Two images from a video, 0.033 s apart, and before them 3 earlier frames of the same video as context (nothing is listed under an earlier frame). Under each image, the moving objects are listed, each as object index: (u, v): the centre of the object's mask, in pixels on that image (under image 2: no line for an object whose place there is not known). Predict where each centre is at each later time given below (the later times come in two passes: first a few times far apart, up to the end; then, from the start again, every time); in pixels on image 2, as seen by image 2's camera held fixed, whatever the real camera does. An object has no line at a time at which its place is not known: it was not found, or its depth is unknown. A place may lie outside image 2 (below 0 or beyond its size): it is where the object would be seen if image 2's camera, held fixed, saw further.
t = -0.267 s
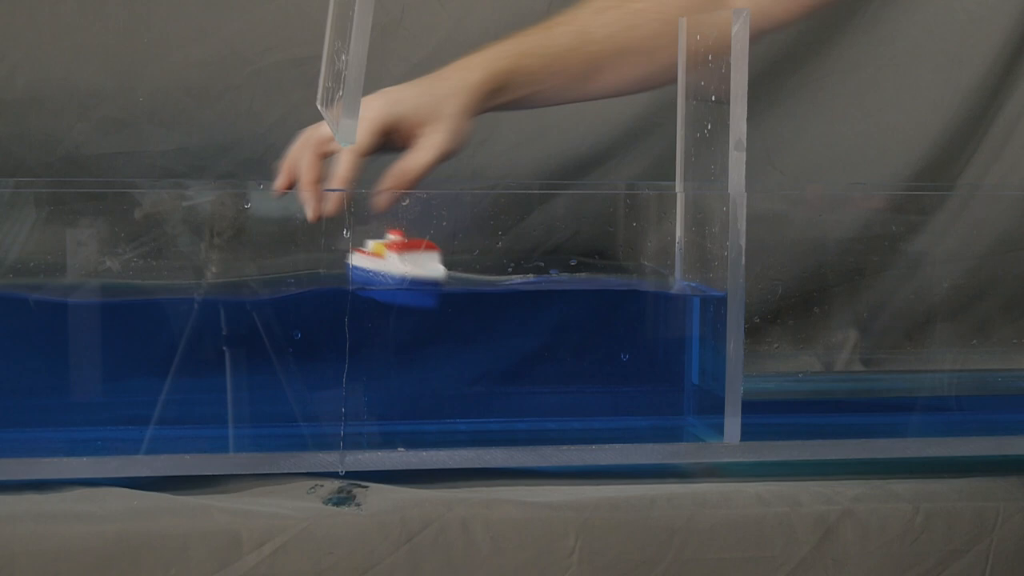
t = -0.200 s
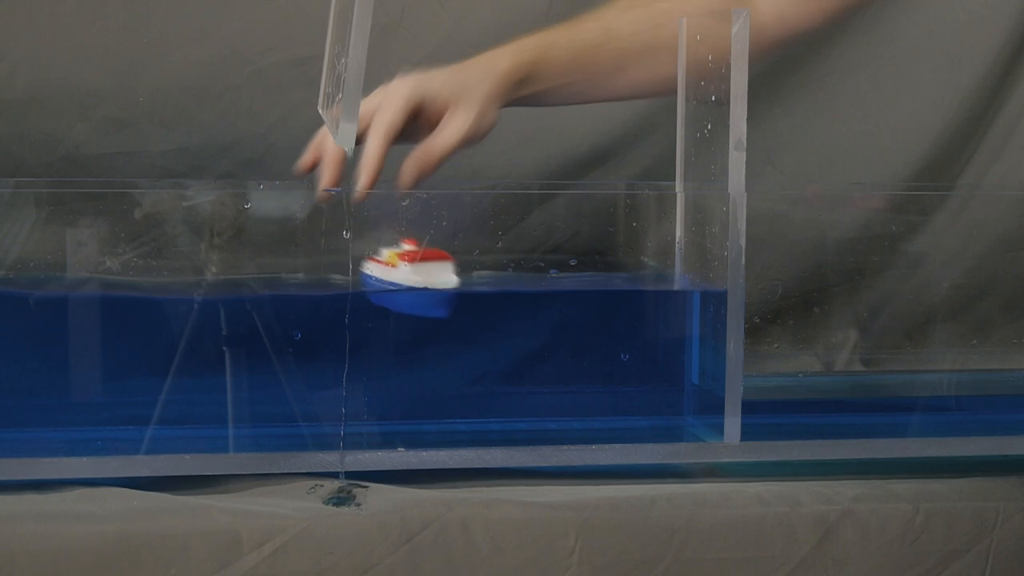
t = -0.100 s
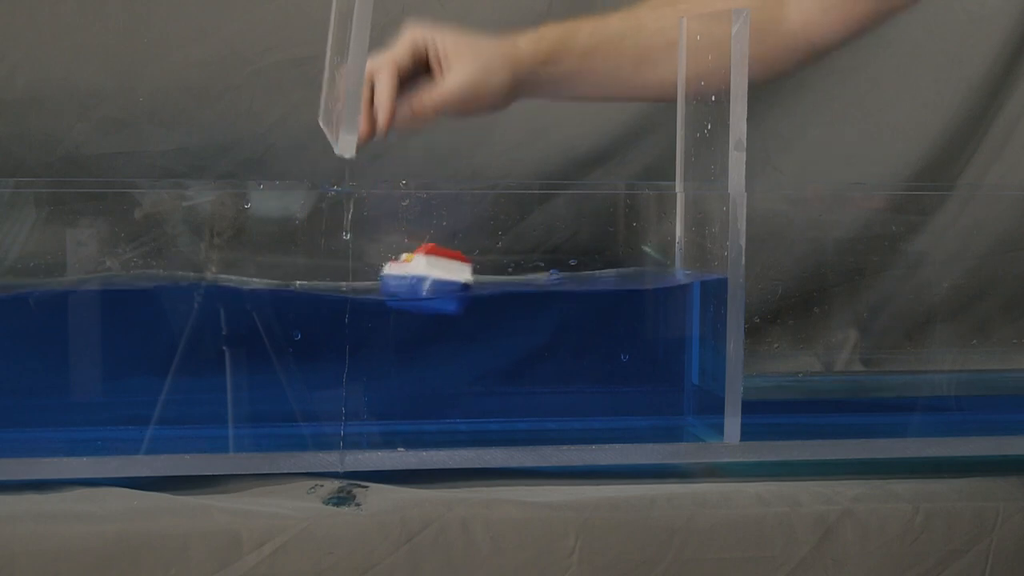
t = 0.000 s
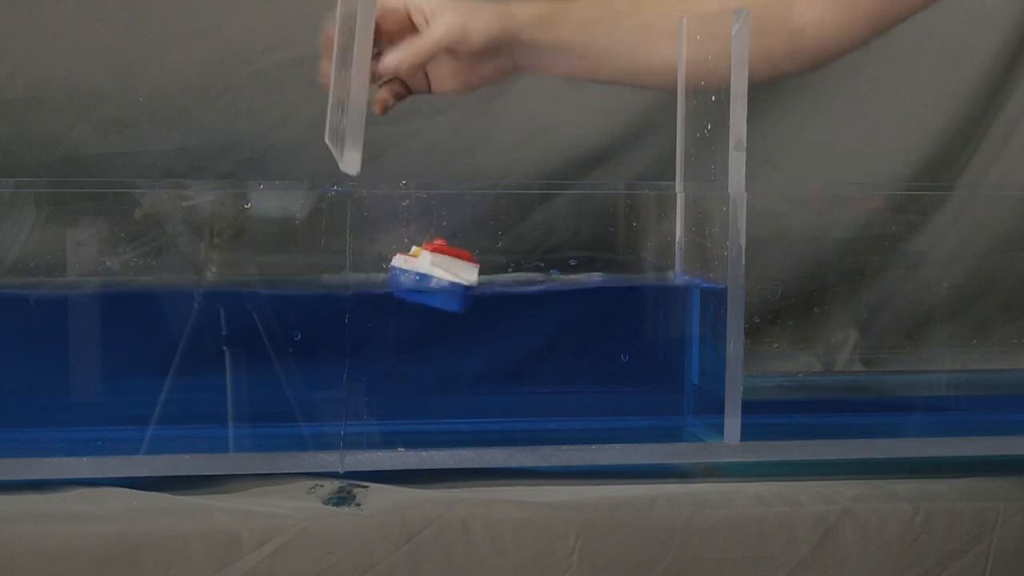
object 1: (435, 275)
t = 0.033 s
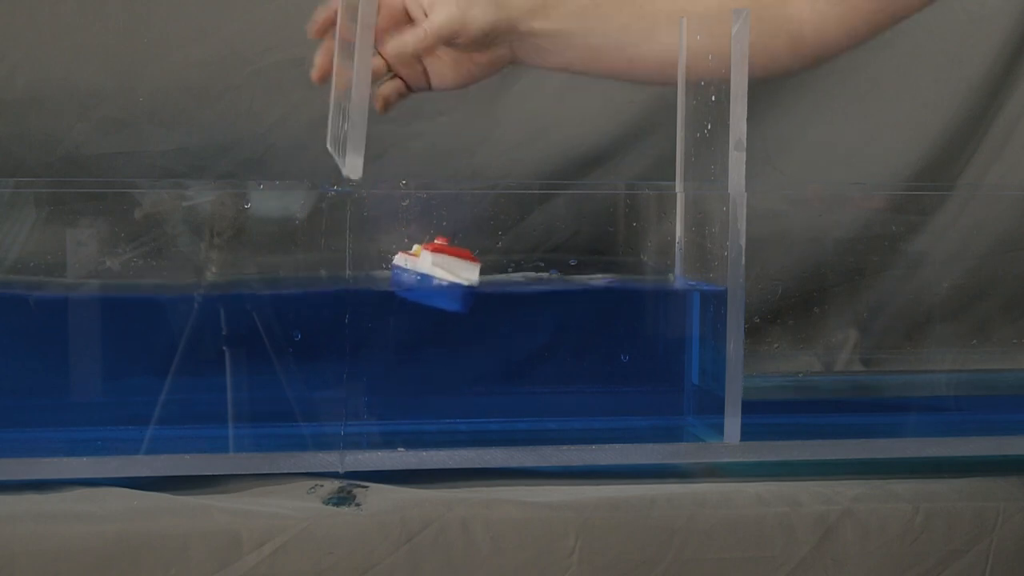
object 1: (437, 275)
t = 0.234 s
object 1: (452, 274)
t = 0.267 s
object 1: (455, 278)
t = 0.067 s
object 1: (438, 273)
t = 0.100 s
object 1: (441, 271)
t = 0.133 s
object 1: (443, 270)
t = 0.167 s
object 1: (445, 269)
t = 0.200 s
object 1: (449, 271)
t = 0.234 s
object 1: (452, 274)
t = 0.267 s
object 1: (455, 278)
